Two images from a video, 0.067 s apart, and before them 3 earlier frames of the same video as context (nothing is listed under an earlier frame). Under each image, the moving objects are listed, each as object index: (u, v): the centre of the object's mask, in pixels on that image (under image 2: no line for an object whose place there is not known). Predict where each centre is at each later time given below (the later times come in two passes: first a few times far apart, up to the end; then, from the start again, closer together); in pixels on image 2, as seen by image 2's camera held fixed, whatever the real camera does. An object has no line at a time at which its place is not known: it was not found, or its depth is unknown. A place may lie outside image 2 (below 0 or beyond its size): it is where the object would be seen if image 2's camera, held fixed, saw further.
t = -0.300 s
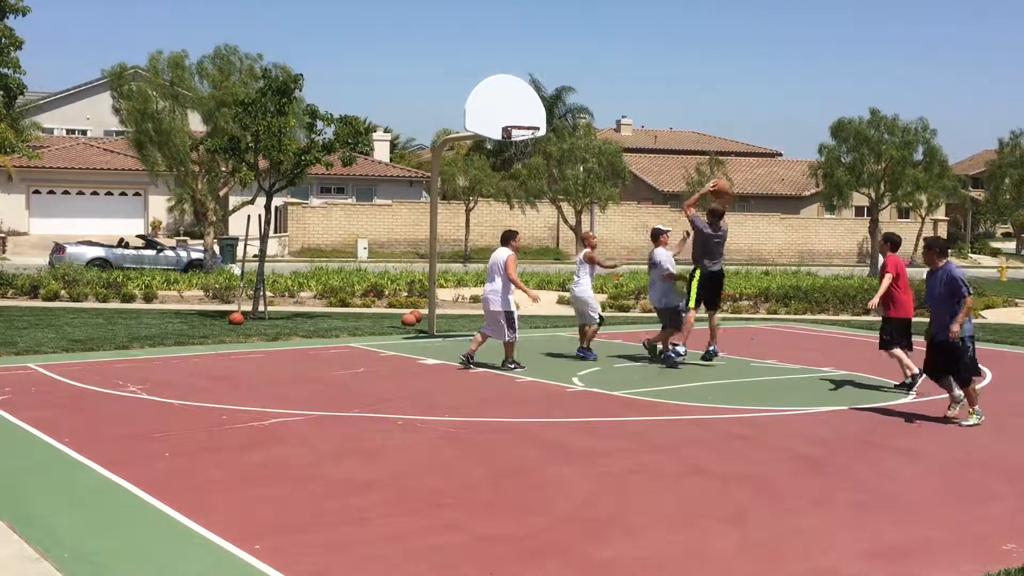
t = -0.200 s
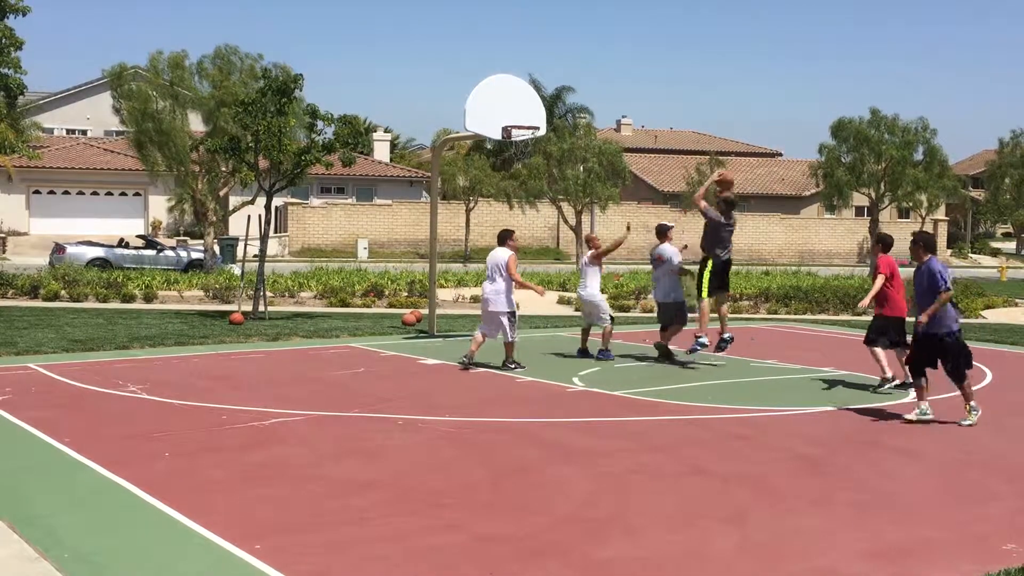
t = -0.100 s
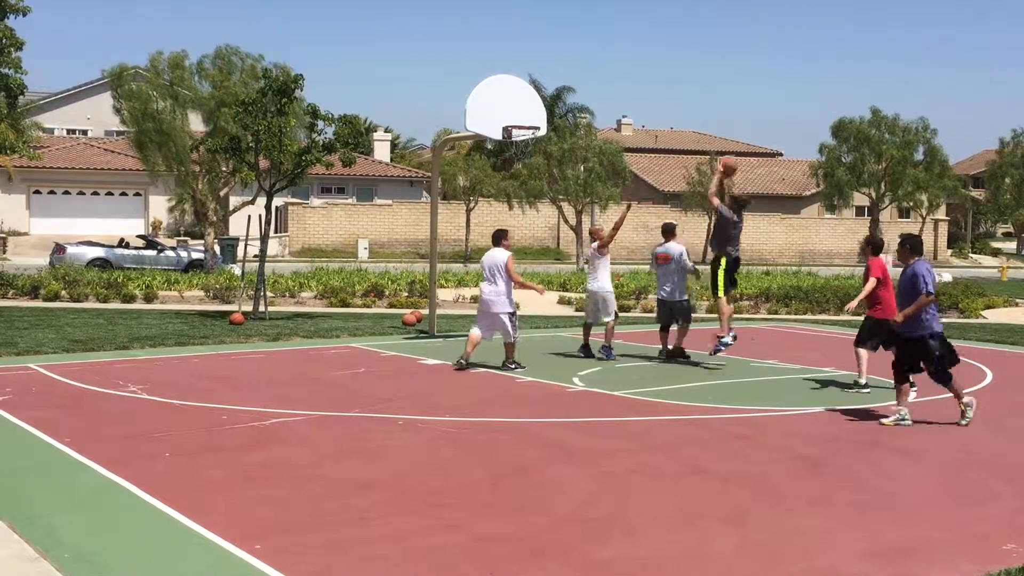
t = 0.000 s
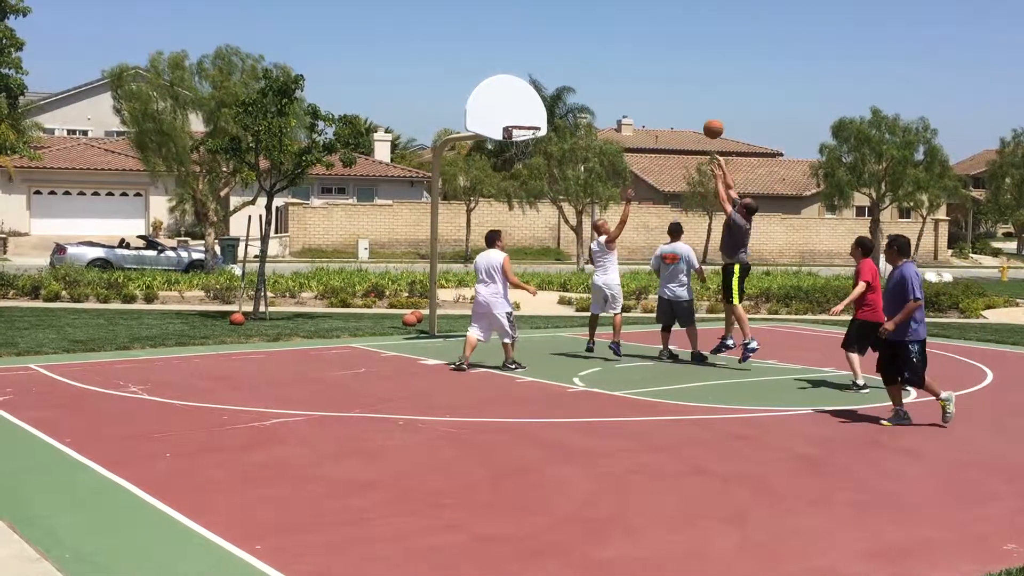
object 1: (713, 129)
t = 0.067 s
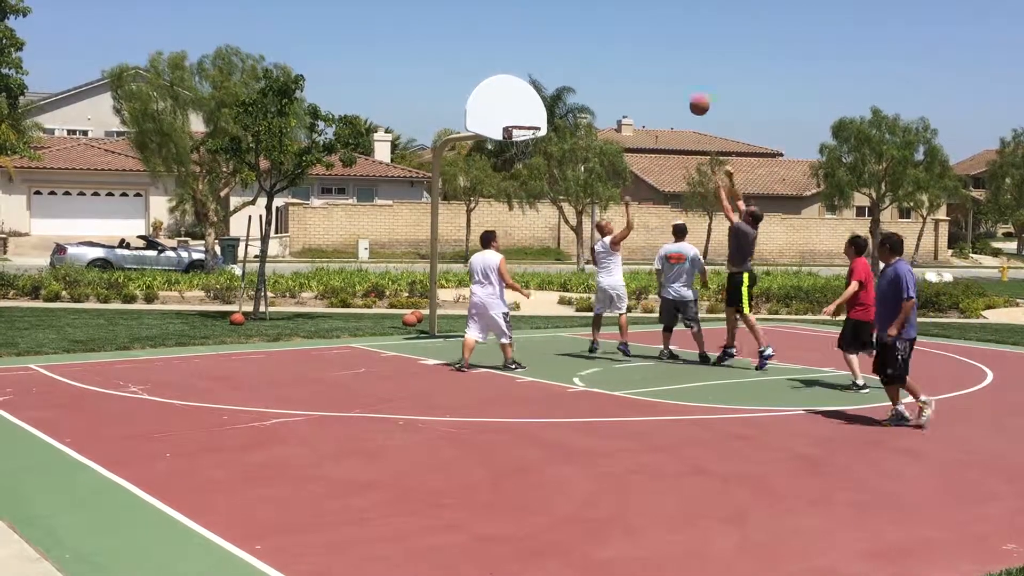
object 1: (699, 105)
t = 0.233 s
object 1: (665, 64)
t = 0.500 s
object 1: (613, 44)
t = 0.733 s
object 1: (572, 72)
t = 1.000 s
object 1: (543, 103)
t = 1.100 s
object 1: (546, 88)
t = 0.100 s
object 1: (692, 95)
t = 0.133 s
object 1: (686, 86)
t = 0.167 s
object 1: (679, 78)
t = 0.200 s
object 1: (672, 70)
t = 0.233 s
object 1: (665, 64)
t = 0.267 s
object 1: (659, 59)
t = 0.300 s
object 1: (652, 54)
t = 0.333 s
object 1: (645, 50)
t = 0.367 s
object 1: (639, 47)
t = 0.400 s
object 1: (632, 45)
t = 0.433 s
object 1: (626, 44)
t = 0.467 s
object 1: (620, 44)
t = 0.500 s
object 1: (613, 44)
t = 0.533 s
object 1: (607, 46)
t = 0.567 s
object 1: (601, 48)
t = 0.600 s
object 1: (595, 51)
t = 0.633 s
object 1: (589, 55)
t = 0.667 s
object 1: (583, 60)
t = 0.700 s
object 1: (577, 66)
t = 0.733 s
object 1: (572, 72)
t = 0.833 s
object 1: (554, 94)
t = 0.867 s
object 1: (548, 105)
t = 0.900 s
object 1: (543, 115)
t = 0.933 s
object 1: (541, 117)
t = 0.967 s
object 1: (542, 110)
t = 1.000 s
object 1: (543, 103)
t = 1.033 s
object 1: (544, 96)
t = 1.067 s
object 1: (546, 93)
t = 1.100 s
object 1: (546, 88)
